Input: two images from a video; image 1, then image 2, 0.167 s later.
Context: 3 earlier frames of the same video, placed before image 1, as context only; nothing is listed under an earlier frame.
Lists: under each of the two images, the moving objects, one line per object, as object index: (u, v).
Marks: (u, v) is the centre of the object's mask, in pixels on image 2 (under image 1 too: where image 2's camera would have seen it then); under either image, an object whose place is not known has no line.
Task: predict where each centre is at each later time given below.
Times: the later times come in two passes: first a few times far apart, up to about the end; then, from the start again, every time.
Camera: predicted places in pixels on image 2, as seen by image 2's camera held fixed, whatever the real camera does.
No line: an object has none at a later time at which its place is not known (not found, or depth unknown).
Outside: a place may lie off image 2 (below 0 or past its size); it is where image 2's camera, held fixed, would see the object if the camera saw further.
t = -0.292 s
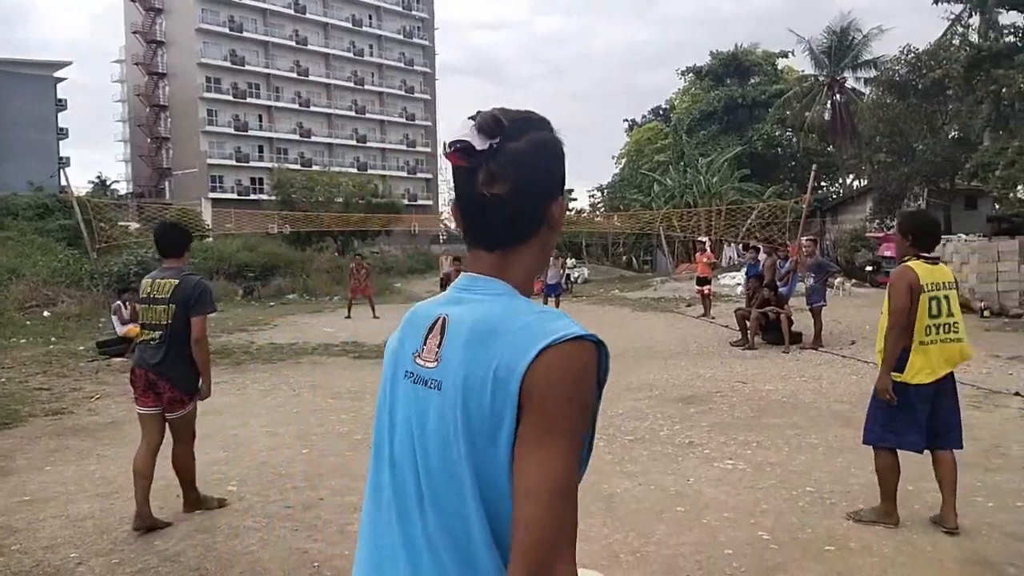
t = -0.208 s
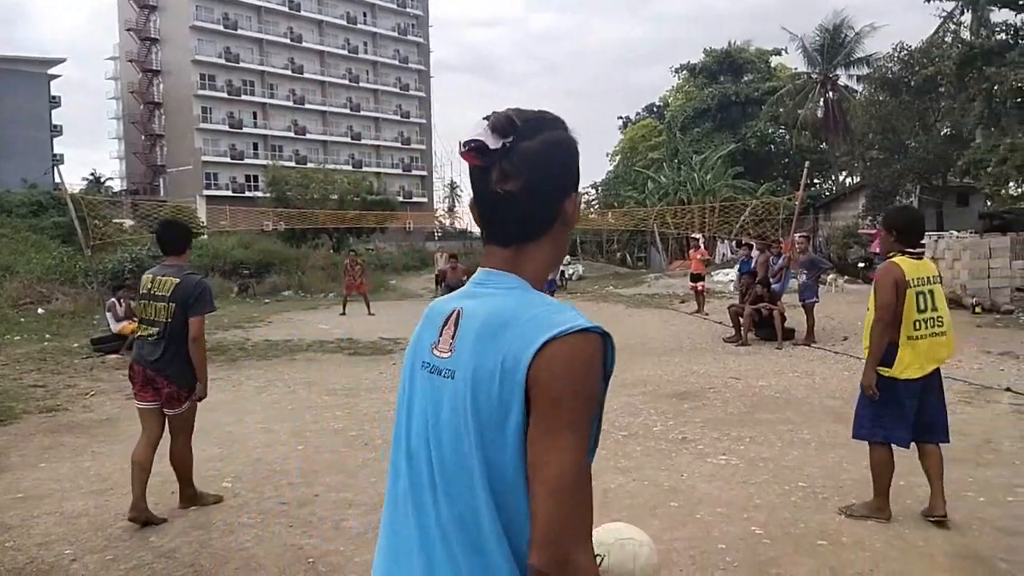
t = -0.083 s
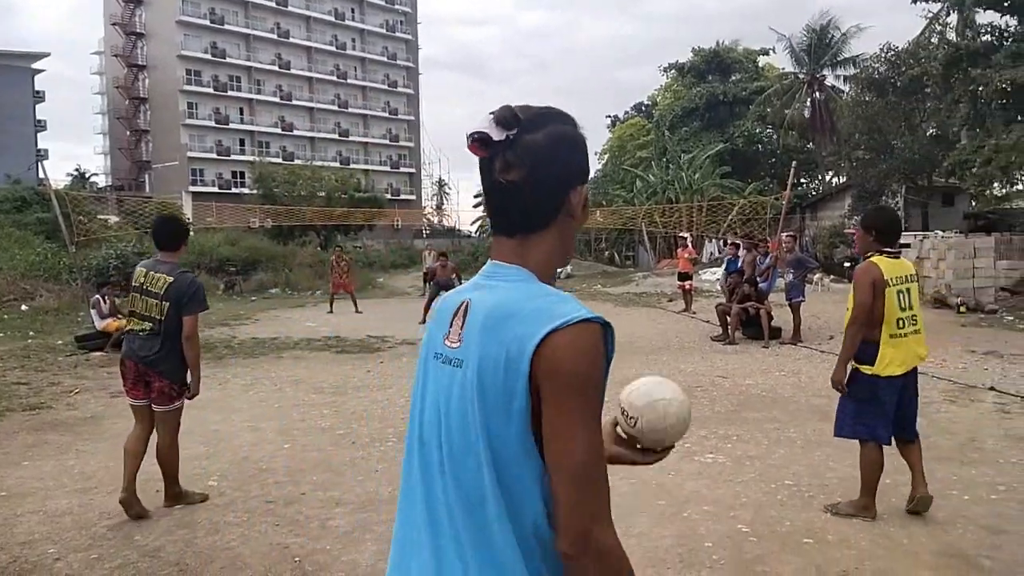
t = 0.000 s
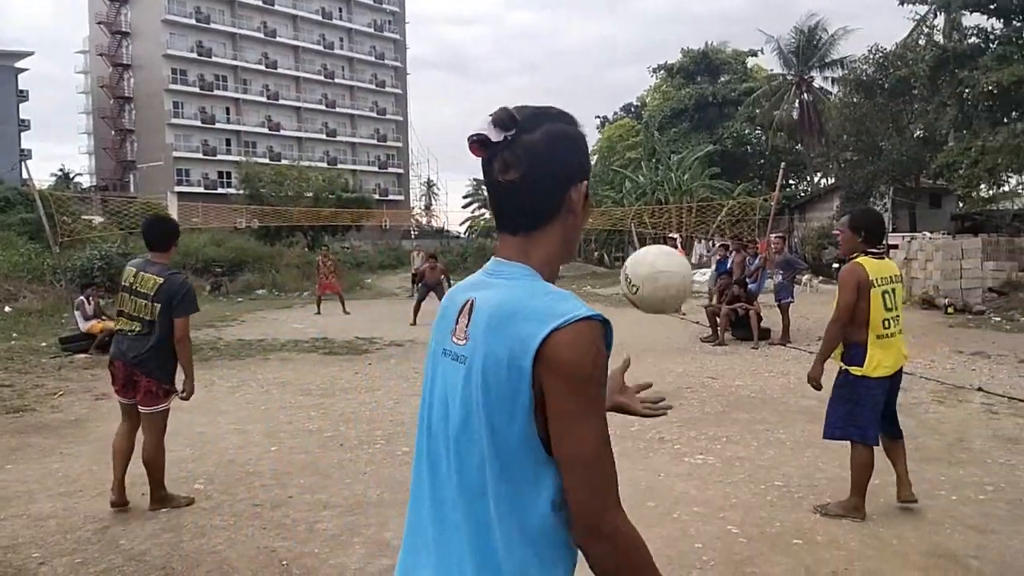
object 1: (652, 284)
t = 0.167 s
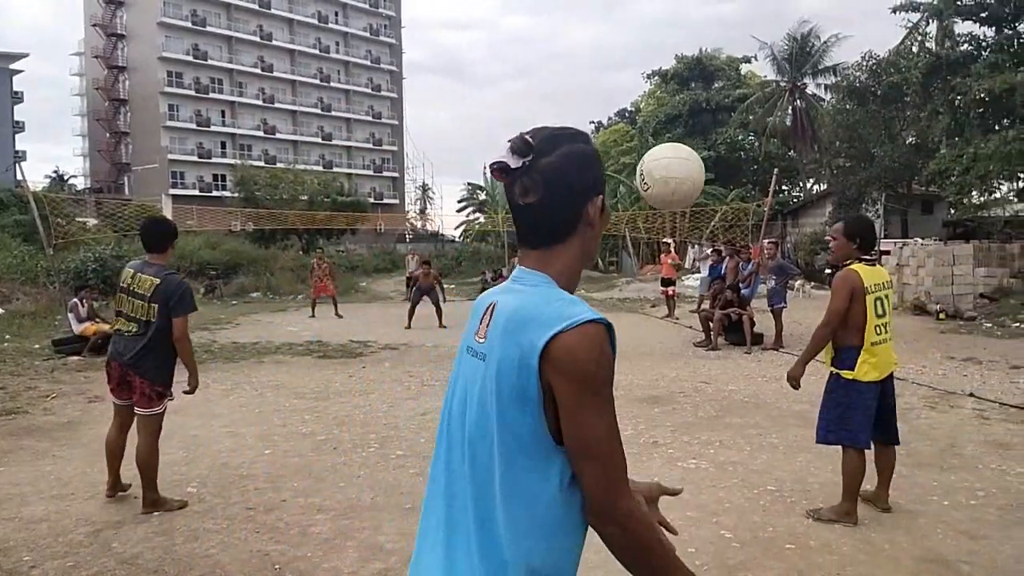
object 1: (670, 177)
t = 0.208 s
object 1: (676, 163)
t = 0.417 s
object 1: (700, 212)
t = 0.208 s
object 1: (676, 163)
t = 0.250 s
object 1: (680, 161)
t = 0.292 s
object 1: (686, 164)
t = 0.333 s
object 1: (692, 179)
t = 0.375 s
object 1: (696, 194)
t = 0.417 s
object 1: (700, 212)
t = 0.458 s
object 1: (705, 246)
